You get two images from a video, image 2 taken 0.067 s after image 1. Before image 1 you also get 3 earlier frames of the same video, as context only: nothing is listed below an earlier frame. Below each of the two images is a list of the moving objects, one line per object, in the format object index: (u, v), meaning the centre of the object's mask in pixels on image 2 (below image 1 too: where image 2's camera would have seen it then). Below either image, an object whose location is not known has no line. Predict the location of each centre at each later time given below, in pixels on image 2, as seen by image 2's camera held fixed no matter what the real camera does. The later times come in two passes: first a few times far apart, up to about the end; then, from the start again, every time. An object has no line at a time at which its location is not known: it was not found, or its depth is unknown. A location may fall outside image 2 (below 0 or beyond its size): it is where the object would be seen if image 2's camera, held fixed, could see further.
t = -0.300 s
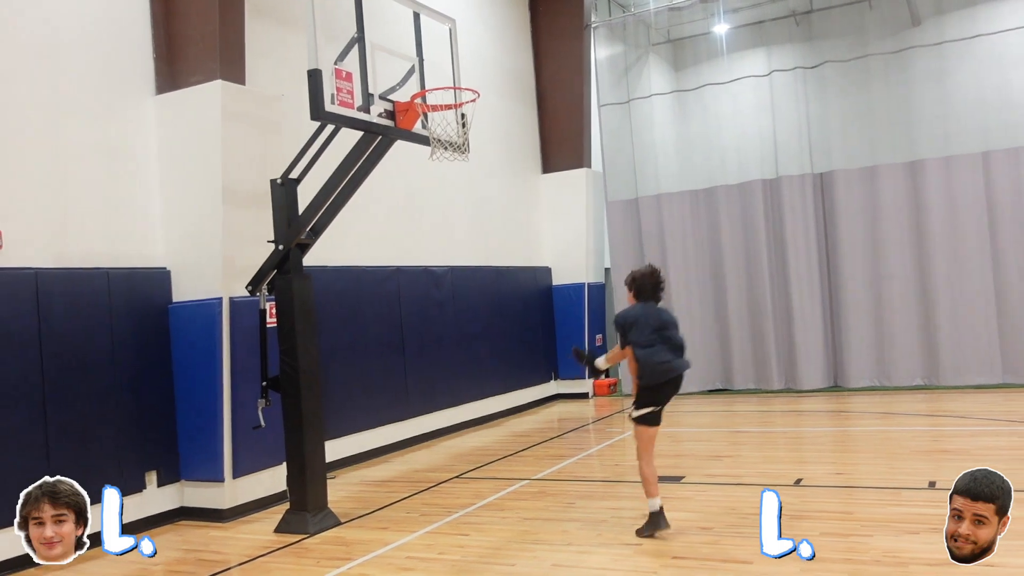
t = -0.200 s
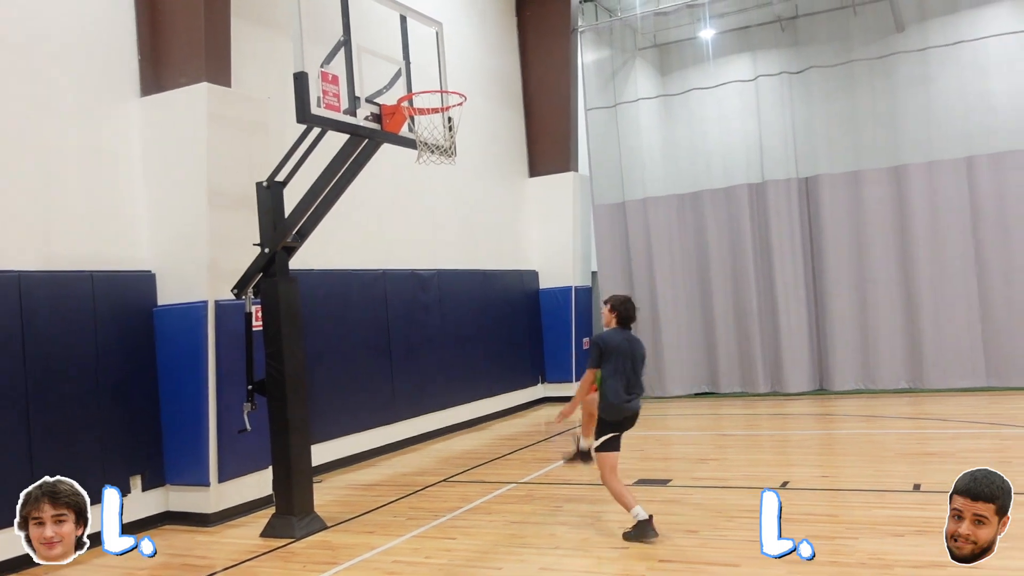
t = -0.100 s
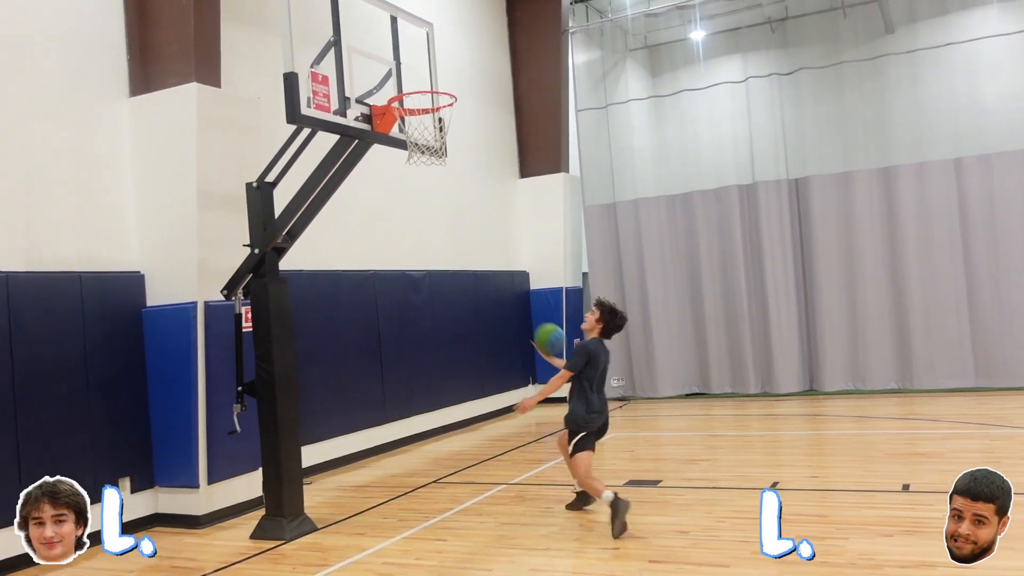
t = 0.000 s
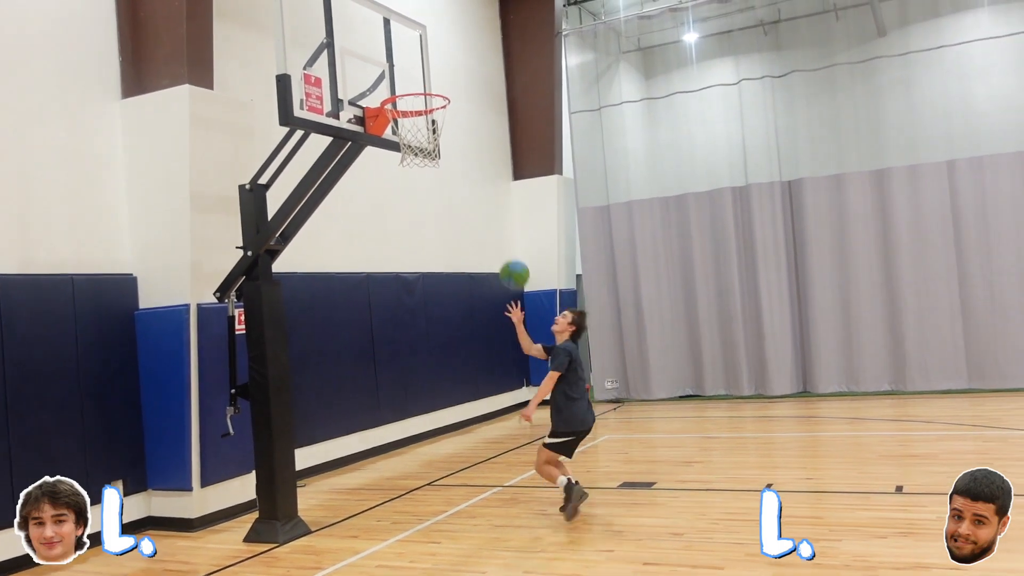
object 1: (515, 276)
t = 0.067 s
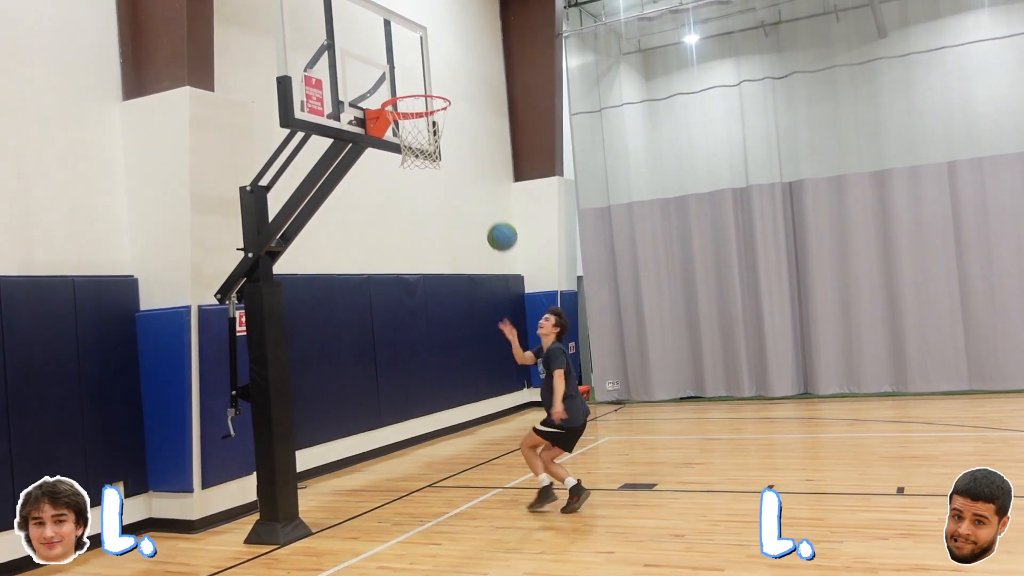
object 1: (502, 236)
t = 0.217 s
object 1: (473, 164)
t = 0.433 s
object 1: (459, 129)
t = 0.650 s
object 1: (503, 199)
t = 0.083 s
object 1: (499, 227)
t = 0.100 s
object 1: (495, 218)
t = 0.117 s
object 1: (492, 210)
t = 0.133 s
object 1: (489, 201)
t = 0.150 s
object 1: (486, 193)
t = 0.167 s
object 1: (483, 185)
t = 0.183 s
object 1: (479, 178)
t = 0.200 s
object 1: (476, 171)
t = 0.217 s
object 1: (473, 164)
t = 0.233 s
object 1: (470, 158)
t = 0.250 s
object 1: (466, 152)
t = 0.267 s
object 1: (463, 146)
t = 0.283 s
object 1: (460, 141)
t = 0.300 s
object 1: (457, 136)
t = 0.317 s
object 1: (455, 131)
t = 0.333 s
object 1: (452, 127)
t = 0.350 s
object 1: (449, 123)
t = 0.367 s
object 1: (452, 121)
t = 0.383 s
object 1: (454, 123)
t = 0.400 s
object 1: (455, 124)
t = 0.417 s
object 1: (457, 126)
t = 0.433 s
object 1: (459, 129)
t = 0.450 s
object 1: (463, 133)
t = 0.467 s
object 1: (466, 136)
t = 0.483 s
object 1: (470, 141)
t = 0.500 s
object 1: (473, 145)
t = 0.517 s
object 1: (476, 150)
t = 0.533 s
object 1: (479, 155)
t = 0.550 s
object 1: (483, 160)
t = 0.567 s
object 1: (486, 165)
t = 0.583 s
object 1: (489, 171)
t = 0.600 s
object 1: (493, 178)
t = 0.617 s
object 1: (497, 185)
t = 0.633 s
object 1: (500, 192)
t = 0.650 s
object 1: (503, 199)
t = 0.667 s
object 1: (507, 207)
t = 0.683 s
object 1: (510, 215)
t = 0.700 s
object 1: (514, 224)
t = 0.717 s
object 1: (518, 233)
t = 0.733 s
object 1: (521, 242)
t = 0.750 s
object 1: (525, 251)
